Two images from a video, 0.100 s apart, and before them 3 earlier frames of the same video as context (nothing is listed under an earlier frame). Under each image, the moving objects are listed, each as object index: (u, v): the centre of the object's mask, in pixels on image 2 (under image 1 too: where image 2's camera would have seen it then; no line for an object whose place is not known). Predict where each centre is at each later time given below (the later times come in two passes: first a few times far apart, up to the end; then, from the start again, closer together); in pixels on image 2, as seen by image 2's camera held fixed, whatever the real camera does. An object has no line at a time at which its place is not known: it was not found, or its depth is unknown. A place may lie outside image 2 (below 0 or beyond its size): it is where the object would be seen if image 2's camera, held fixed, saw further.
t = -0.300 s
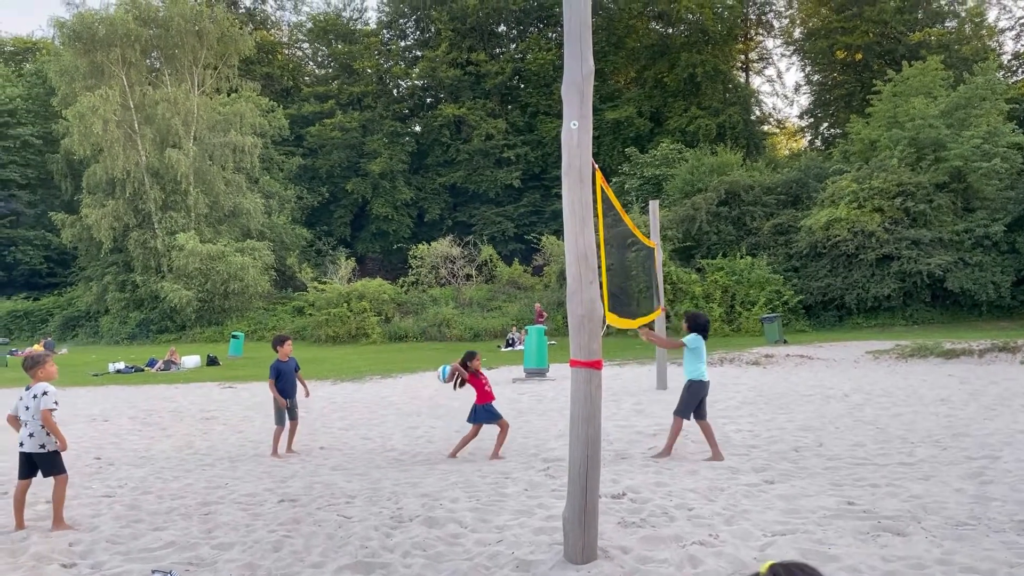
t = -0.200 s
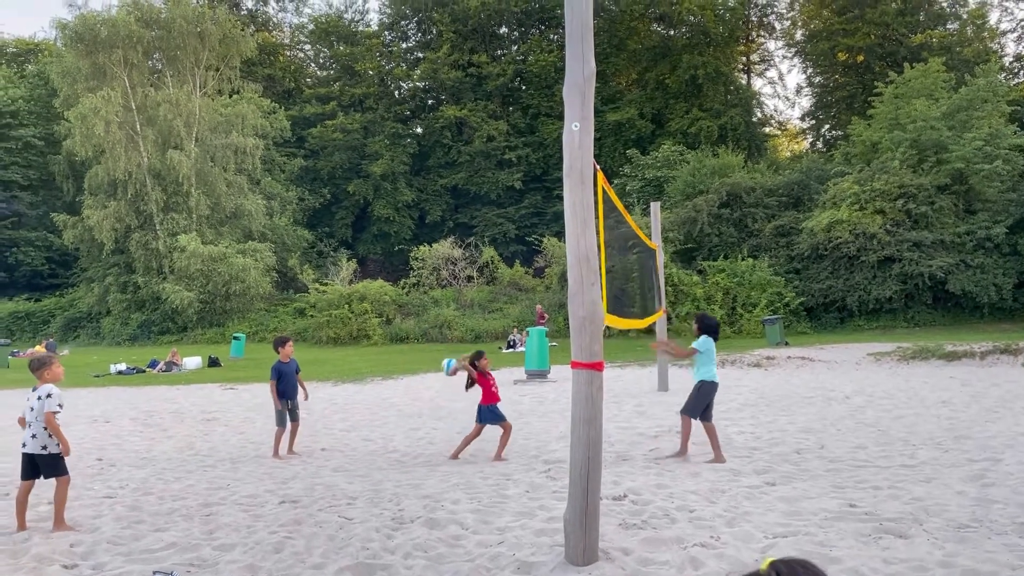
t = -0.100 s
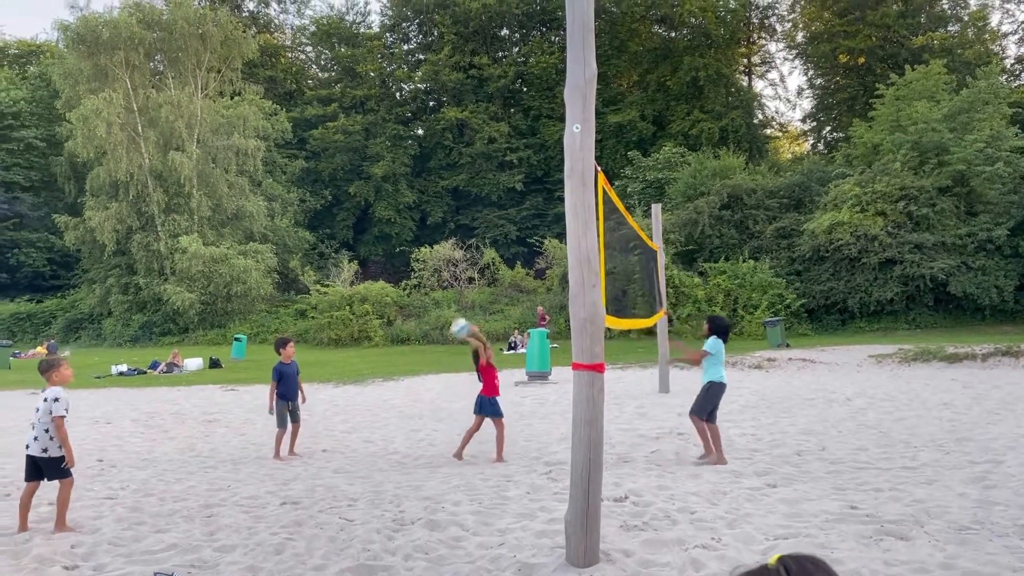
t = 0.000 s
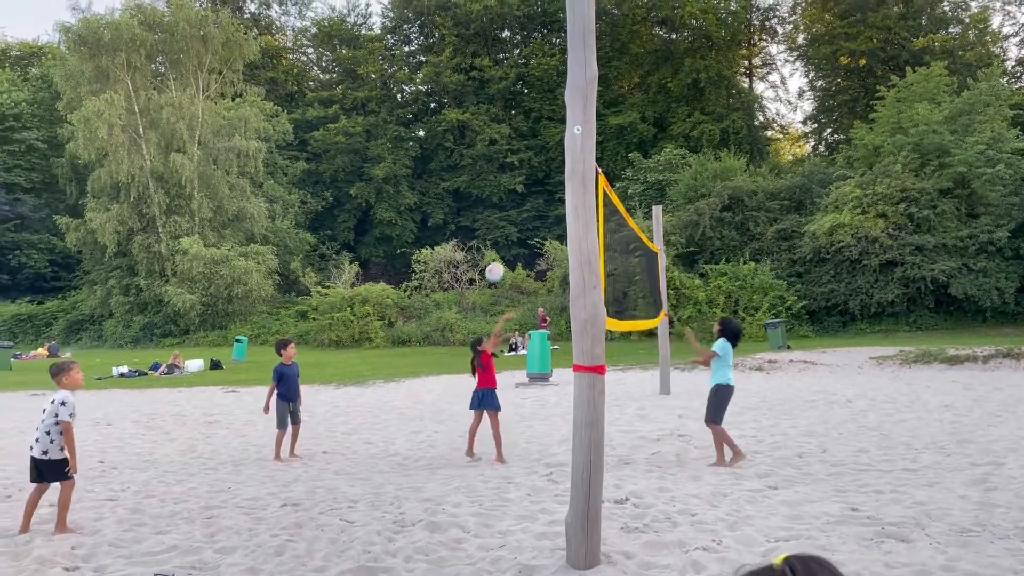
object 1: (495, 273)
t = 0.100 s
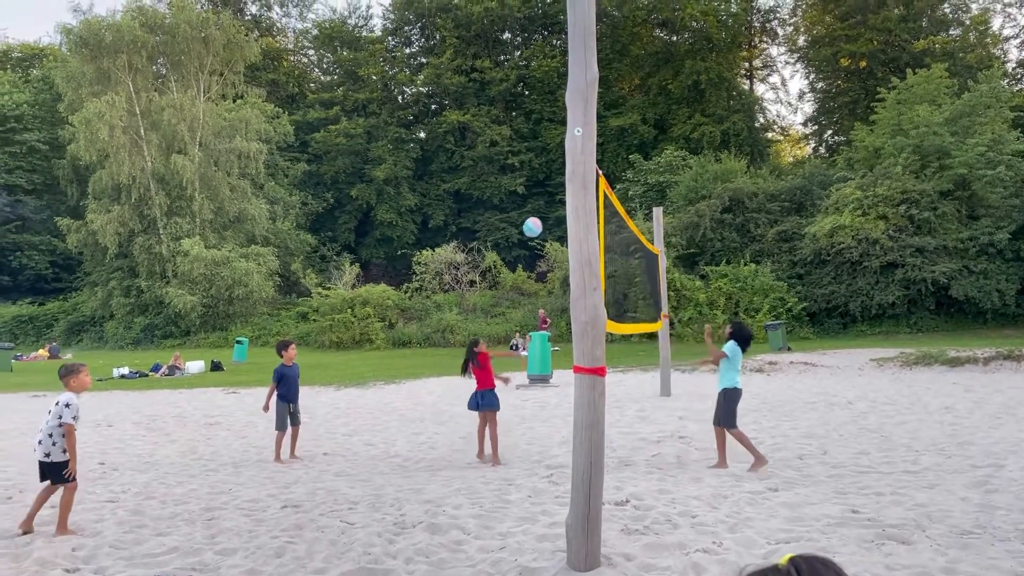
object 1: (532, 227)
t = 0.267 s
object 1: (599, 171)
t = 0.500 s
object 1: (673, 142)
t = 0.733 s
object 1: (754, 165)
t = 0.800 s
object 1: (777, 182)
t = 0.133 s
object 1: (545, 214)
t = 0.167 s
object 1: (557, 202)
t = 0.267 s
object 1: (599, 171)
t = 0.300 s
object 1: (605, 164)
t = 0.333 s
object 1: (615, 158)
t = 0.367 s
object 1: (627, 153)
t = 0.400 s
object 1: (638, 148)
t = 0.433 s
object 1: (650, 146)
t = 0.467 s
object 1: (662, 143)
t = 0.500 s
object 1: (673, 142)
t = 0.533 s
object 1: (685, 142)
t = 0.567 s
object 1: (696, 144)
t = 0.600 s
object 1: (708, 146)
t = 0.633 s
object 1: (720, 149)
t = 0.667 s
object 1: (731, 153)
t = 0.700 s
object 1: (742, 159)
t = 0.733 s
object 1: (754, 165)
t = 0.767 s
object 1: (765, 173)
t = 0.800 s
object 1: (777, 182)
